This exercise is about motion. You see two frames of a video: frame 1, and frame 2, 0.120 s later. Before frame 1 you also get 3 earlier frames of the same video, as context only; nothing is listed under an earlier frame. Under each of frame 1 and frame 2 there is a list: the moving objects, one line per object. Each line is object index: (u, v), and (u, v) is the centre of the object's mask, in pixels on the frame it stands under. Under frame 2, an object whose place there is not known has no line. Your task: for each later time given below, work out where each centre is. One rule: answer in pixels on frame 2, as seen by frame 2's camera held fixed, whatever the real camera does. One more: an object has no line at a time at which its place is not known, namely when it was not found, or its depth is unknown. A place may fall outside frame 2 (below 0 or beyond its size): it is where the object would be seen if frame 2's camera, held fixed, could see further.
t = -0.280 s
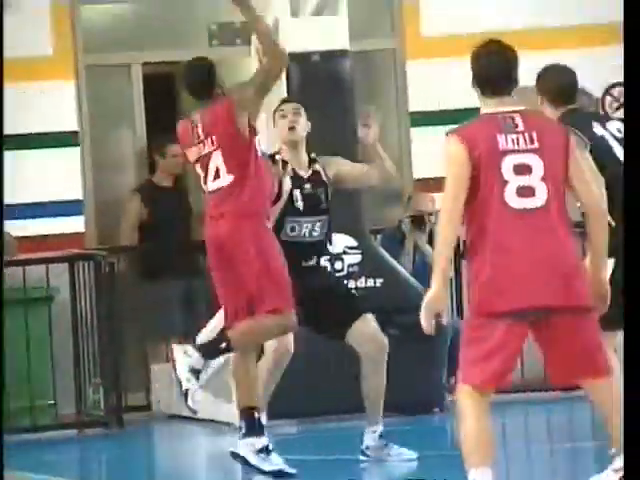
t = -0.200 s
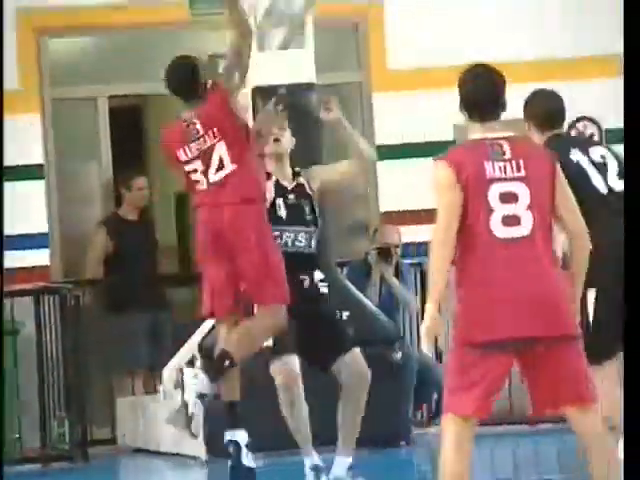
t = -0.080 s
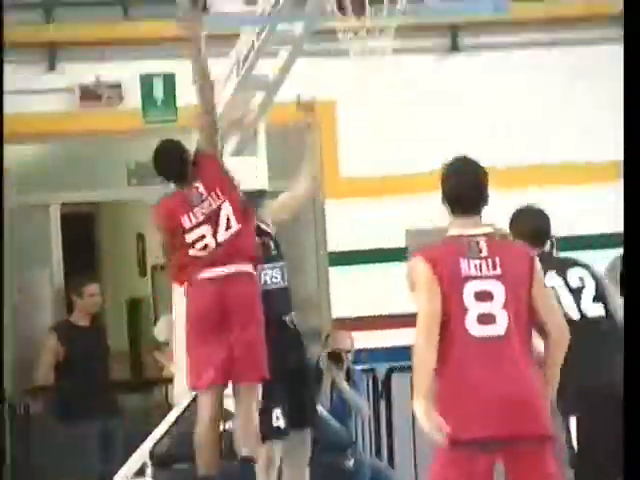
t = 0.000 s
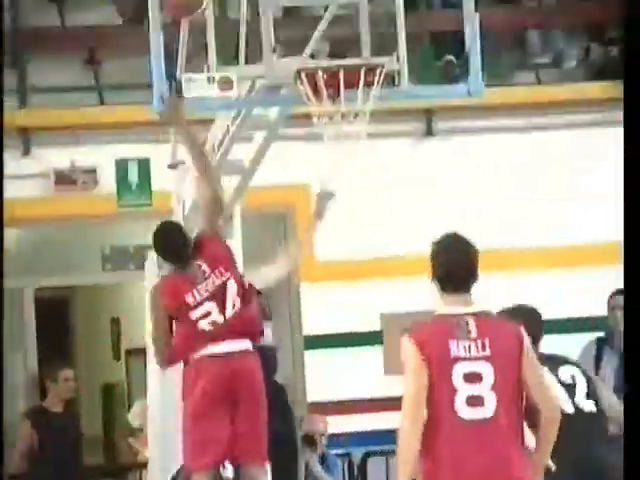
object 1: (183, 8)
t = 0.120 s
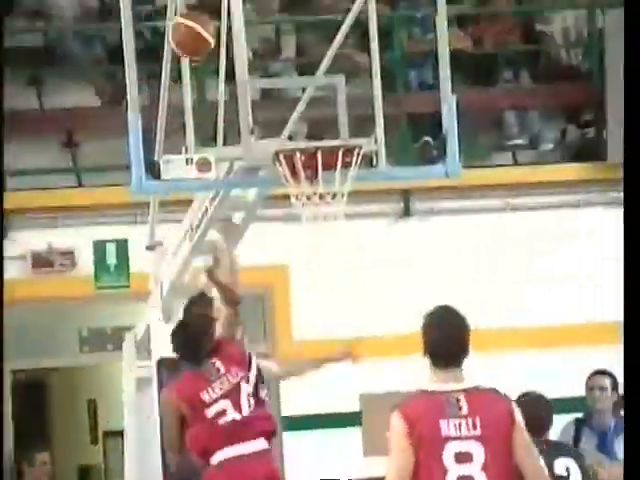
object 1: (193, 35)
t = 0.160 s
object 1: (203, 27)
